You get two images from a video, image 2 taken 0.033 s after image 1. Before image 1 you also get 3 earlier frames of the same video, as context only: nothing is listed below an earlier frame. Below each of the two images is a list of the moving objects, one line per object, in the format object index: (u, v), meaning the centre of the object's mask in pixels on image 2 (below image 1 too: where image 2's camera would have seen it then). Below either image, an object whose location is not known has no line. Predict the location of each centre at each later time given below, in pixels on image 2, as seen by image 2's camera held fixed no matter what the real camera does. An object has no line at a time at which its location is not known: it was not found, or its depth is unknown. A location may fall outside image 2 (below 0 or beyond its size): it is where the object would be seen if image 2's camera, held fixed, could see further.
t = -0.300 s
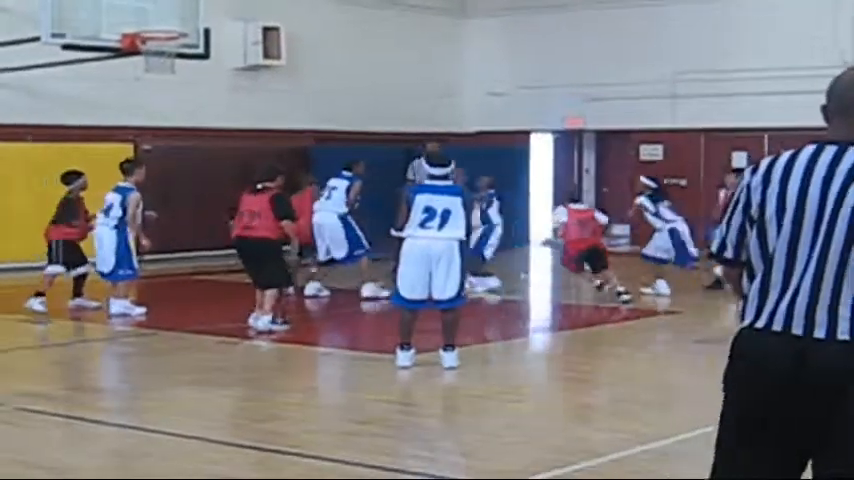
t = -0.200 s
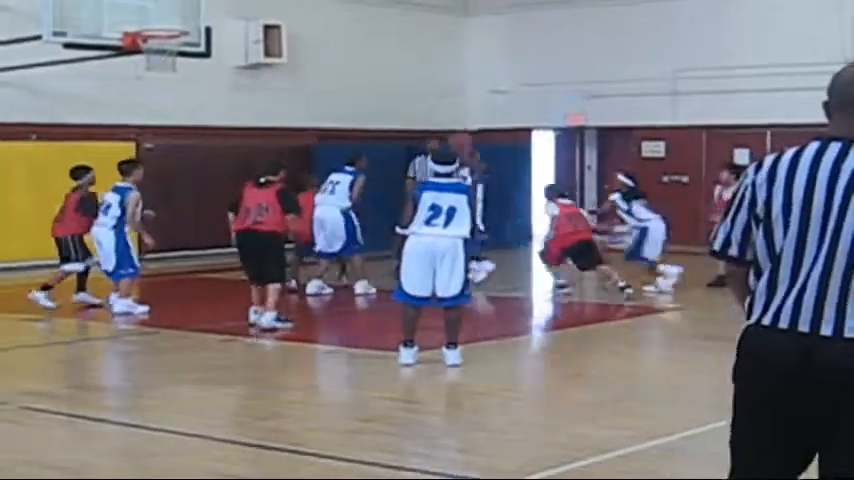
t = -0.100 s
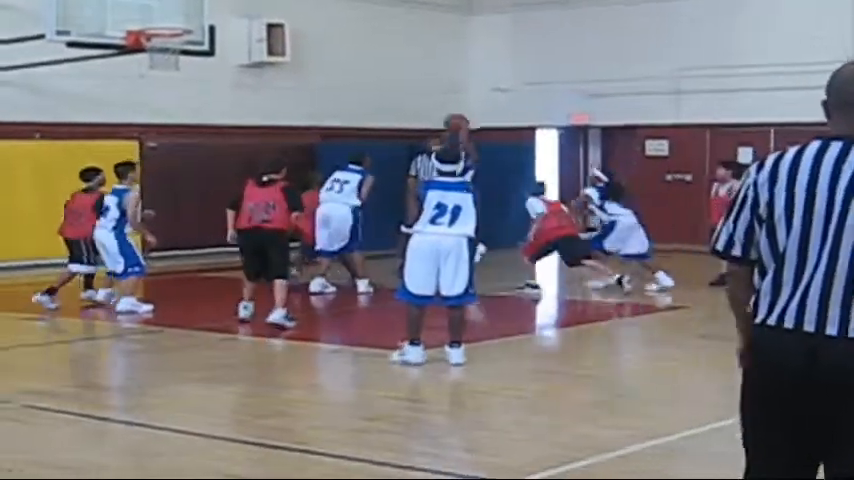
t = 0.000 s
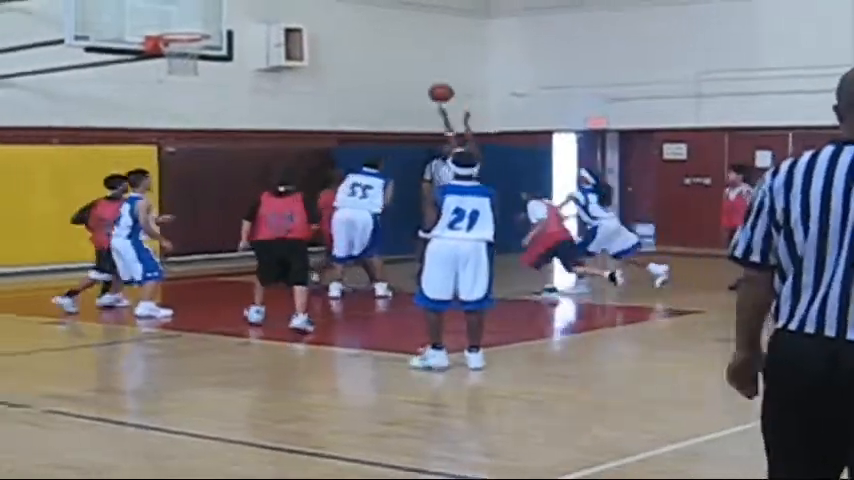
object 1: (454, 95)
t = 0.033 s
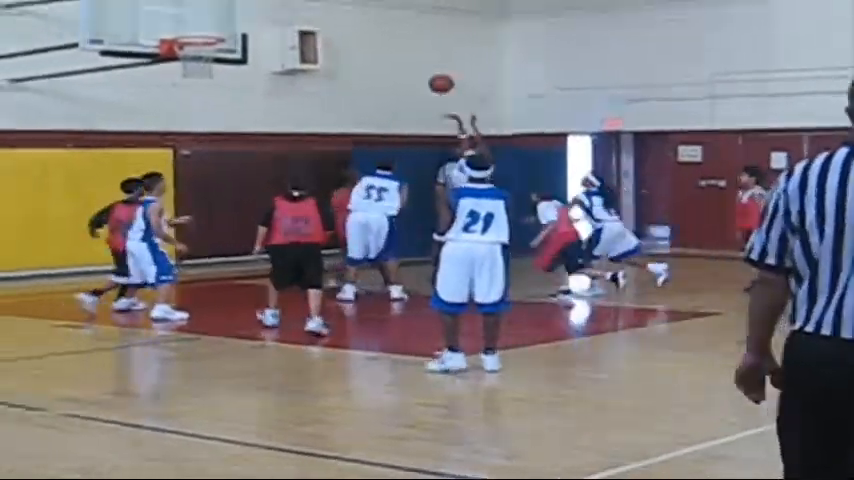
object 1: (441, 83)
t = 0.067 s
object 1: (428, 72)
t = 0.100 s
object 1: (415, 62)
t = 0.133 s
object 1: (401, 53)
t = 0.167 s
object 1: (389, 45)
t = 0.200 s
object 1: (377, 38)
